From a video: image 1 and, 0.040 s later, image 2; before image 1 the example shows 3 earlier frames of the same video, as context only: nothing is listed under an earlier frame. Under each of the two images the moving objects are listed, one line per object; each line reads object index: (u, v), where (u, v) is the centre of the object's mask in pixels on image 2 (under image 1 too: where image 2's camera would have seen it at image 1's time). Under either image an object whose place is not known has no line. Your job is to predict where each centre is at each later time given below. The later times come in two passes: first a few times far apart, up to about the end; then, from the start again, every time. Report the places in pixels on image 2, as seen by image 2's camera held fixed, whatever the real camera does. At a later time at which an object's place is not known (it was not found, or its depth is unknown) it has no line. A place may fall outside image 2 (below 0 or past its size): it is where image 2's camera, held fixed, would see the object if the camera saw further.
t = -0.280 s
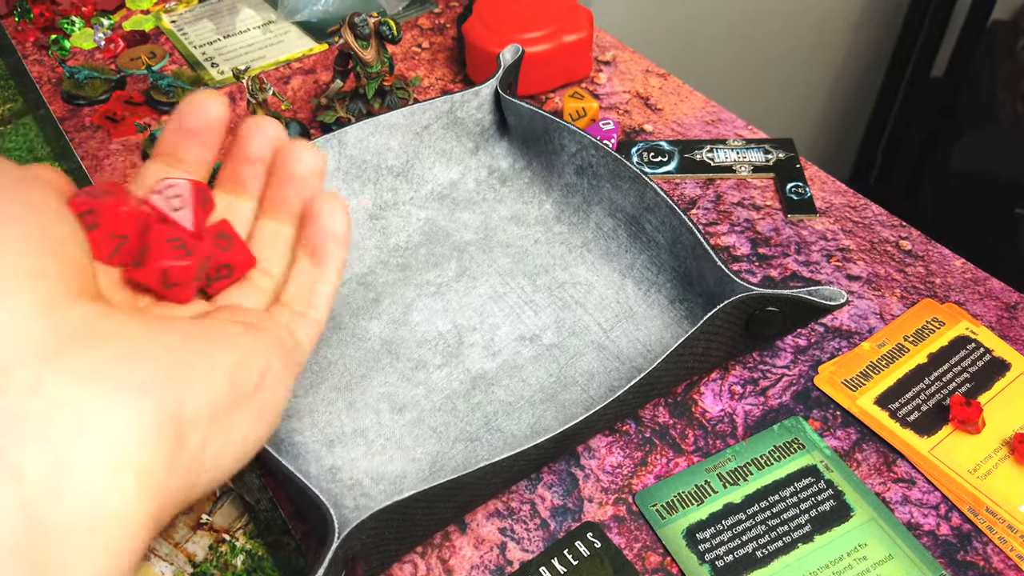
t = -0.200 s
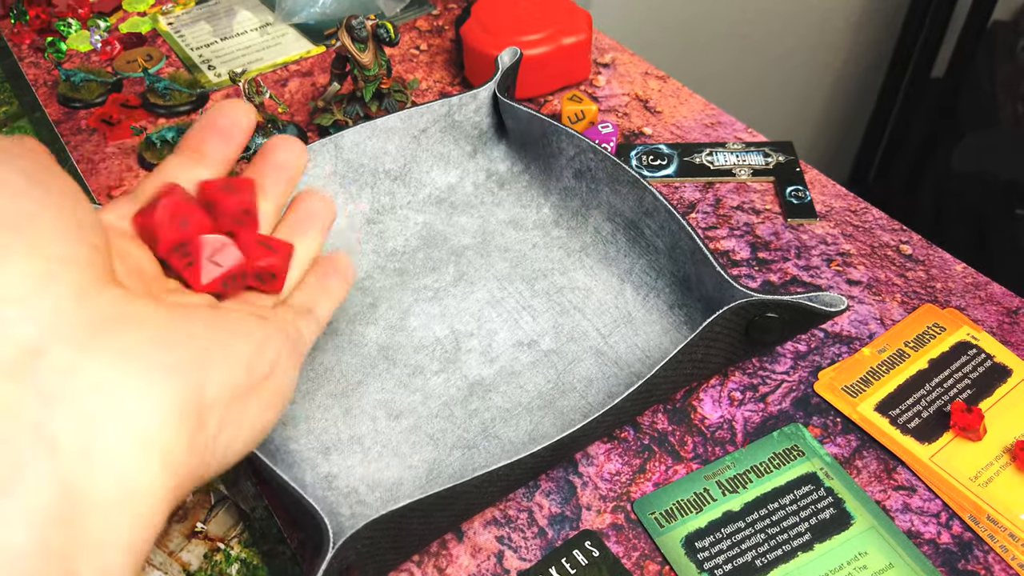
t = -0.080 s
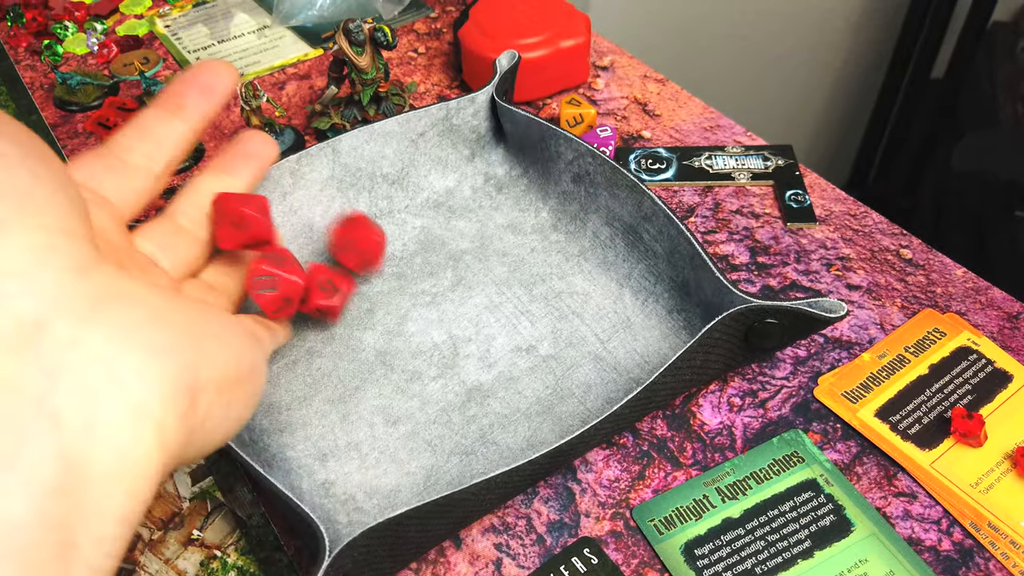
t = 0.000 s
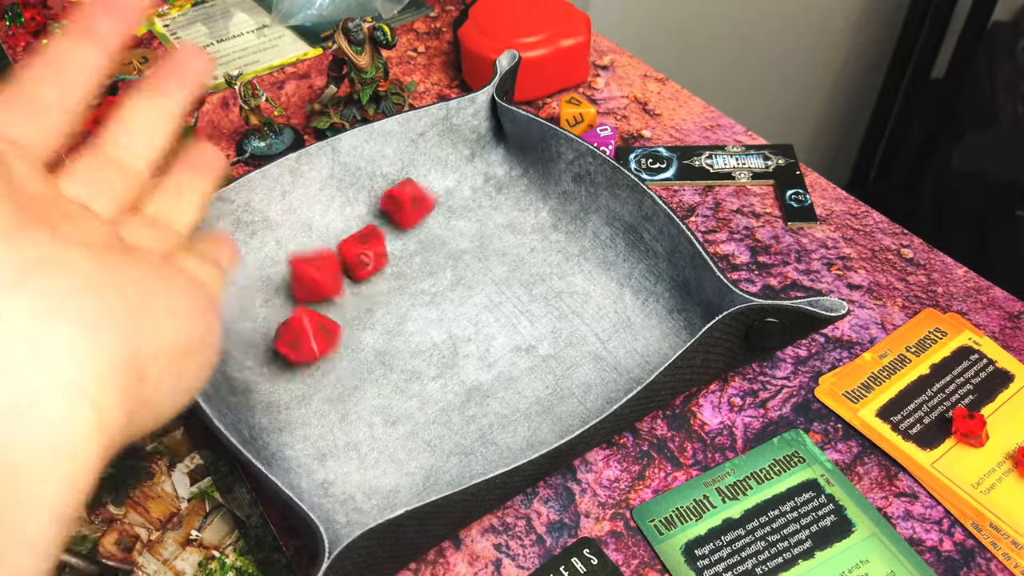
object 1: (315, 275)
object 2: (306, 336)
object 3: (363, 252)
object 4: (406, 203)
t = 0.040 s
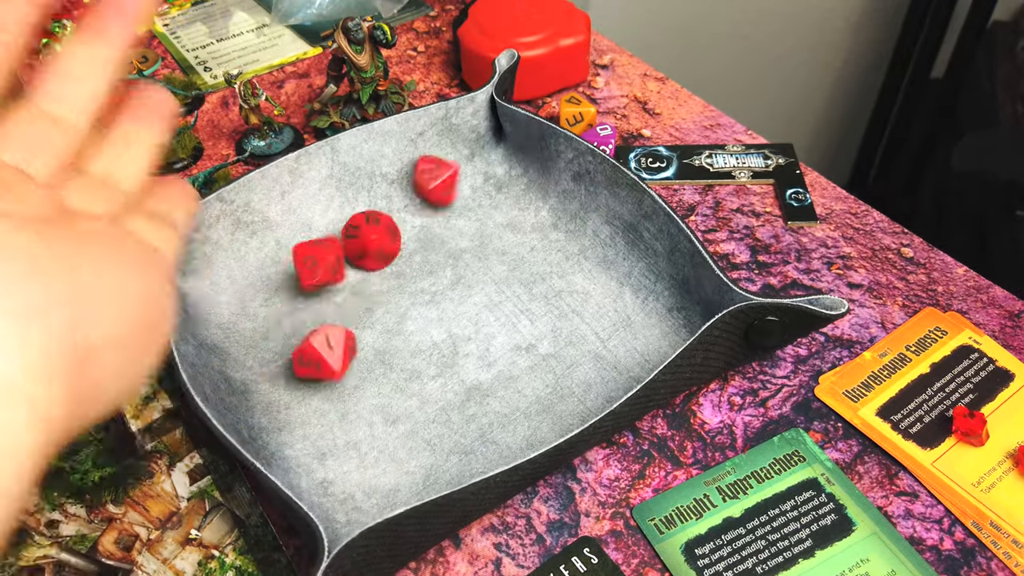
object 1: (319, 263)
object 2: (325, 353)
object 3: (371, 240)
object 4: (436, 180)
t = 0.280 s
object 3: (390, 233)
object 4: (494, 200)
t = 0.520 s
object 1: (308, 308)
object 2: (366, 412)
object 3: (389, 233)
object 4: (487, 204)
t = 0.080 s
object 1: (324, 273)
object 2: (342, 381)
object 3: (380, 235)
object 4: (471, 177)
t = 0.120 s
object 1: (318, 273)
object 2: (355, 394)
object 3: (388, 233)
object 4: (498, 177)
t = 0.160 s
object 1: (311, 278)
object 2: (364, 407)
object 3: (390, 233)
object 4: (509, 180)
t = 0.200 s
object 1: (307, 284)
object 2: (366, 412)
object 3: (390, 233)
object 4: (507, 190)
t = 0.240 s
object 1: (306, 299)
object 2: (366, 412)
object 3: (390, 233)
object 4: (502, 194)
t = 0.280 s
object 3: (390, 233)
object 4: (494, 200)
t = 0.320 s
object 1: (309, 308)
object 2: (366, 412)
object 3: (390, 233)
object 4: (489, 204)
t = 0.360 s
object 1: (309, 308)
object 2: (366, 412)
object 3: (390, 233)
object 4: (488, 205)
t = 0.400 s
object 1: (309, 308)
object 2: (366, 412)
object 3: (390, 233)
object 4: (488, 204)
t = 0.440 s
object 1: (309, 309)
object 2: (366, 412)
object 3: (390, 233)
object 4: (488, 204)
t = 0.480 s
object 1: (308, 308)
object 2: (366, 412)
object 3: (390, 233)
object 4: (488, 204)
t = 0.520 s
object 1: (308, 308)
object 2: (366, 412)
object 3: (389, 233)
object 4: (487, 204)
